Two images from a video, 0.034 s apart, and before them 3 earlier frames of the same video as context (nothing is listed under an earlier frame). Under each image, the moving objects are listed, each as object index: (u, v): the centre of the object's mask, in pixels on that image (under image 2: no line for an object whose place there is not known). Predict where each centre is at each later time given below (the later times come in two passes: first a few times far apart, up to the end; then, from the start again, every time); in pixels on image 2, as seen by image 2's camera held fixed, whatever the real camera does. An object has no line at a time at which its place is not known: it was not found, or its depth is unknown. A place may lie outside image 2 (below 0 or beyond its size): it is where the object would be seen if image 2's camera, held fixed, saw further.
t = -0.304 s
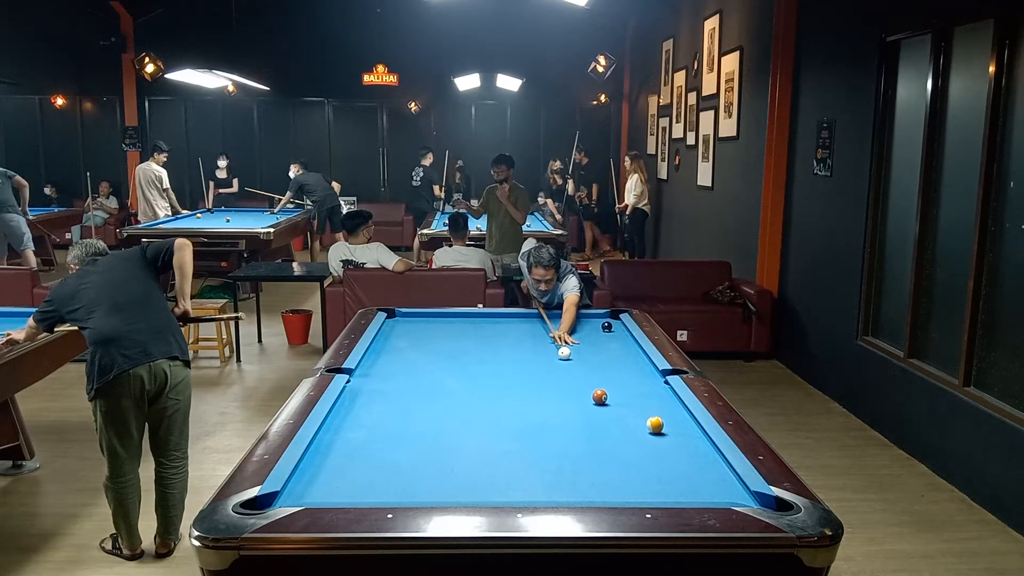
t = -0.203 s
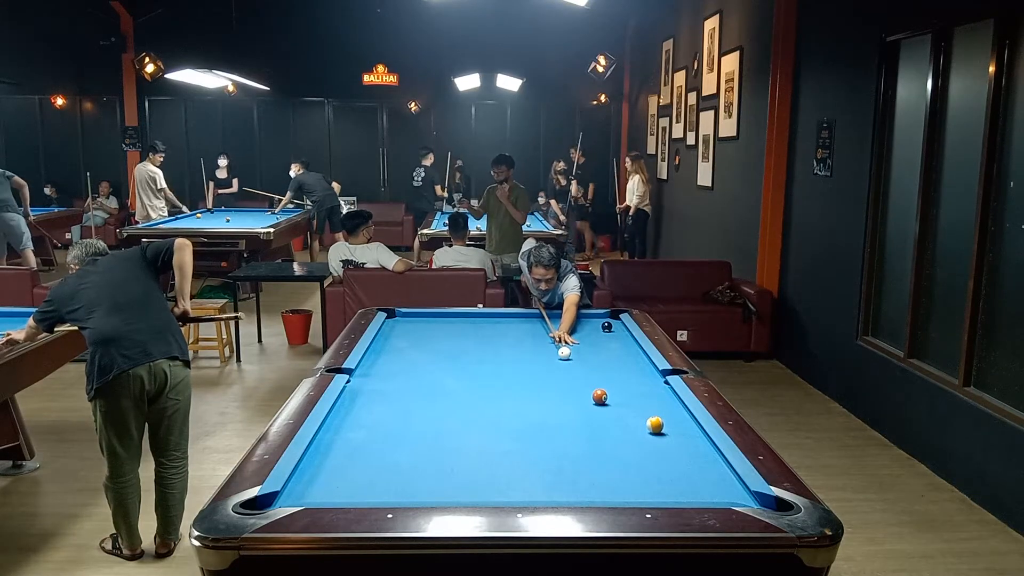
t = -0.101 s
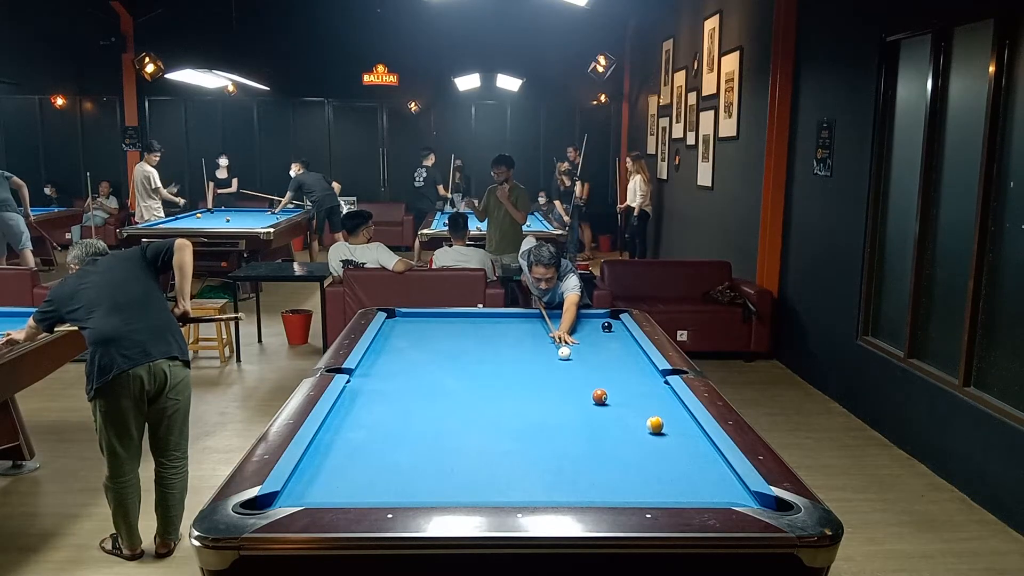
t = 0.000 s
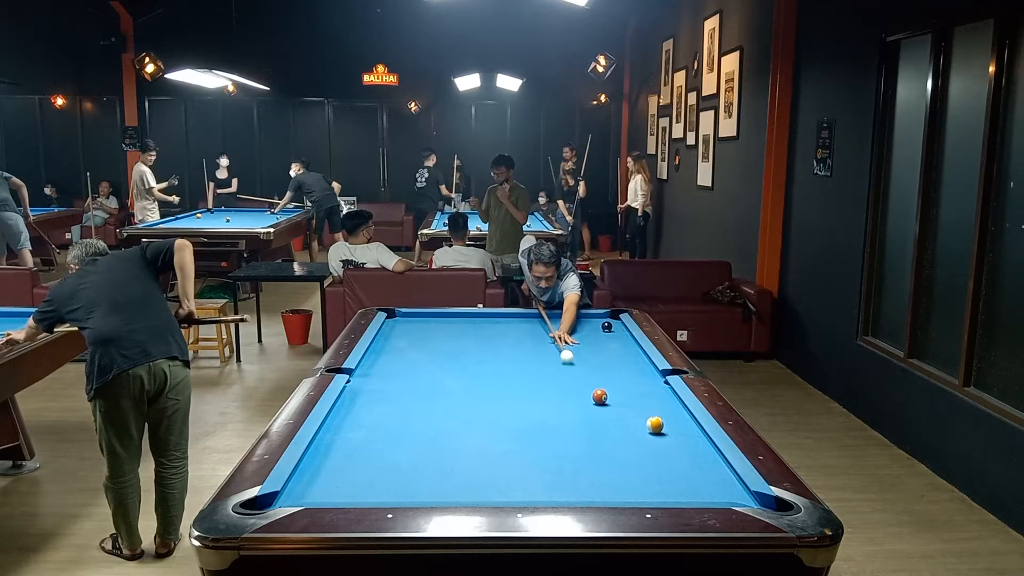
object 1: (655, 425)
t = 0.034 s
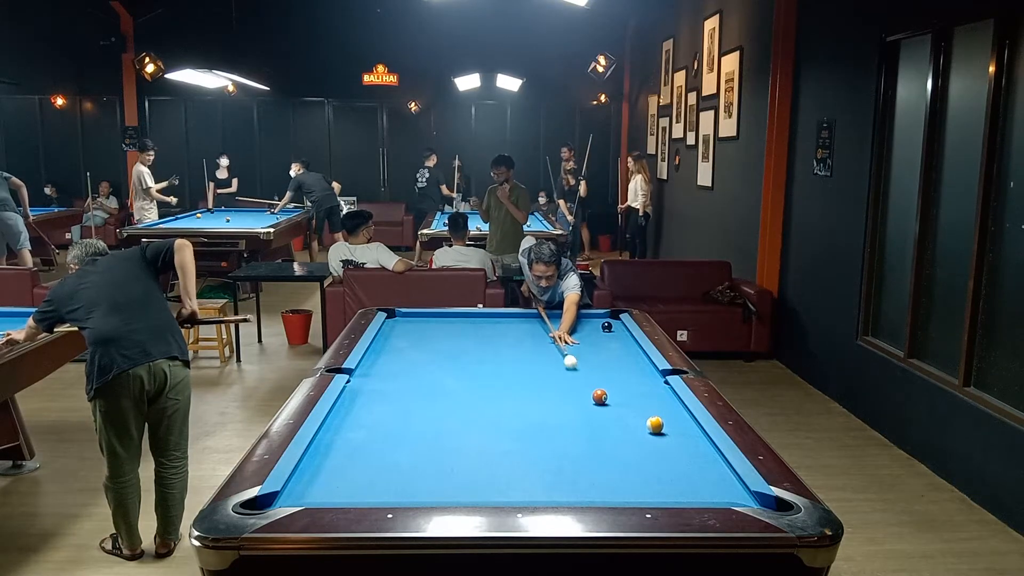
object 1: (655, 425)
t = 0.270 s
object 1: (655, 425)
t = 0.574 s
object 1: (675, 444)
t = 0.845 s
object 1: (704, 471)
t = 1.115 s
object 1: (736, 497)
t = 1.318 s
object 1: (775, 509)
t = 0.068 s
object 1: (655, 425)
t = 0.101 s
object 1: (655, 425)
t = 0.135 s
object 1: (655, 425)
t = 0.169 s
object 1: (655, 425)
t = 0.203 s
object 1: (655, 425)
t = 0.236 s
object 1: (655, 425)
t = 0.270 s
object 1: (655, 425)
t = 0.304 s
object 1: (655, 425)
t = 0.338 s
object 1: (655, 425)
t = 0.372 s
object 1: (655, 425)
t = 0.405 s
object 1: (656, 426)
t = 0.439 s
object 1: (661, 431)
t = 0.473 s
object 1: (665, 434)
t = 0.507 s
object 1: (668, 438)
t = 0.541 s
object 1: (672, 441)
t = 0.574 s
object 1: (675, 444)
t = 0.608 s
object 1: (679, 447)
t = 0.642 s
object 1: (682, 451)
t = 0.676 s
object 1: (685, 454)
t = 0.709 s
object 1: (689, 457)
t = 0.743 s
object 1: (693, 460)
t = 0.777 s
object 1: (696, 464)
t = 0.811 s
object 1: (700, 467)
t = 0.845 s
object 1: (704, 471)
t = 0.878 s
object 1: (708, 475)
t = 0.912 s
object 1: (711, 478)
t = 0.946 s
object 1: (716, 482)
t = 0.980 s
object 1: (720, 486)
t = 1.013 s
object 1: (724, 490)
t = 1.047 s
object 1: (728, 492)
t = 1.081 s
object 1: (732, 495)
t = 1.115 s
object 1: (736, 497)
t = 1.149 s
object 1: (742, 498)
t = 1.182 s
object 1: (750, 499)
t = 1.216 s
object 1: (757, 500)
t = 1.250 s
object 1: (762, 502)
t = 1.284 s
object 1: (769, 505)
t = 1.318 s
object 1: (775, 509)
